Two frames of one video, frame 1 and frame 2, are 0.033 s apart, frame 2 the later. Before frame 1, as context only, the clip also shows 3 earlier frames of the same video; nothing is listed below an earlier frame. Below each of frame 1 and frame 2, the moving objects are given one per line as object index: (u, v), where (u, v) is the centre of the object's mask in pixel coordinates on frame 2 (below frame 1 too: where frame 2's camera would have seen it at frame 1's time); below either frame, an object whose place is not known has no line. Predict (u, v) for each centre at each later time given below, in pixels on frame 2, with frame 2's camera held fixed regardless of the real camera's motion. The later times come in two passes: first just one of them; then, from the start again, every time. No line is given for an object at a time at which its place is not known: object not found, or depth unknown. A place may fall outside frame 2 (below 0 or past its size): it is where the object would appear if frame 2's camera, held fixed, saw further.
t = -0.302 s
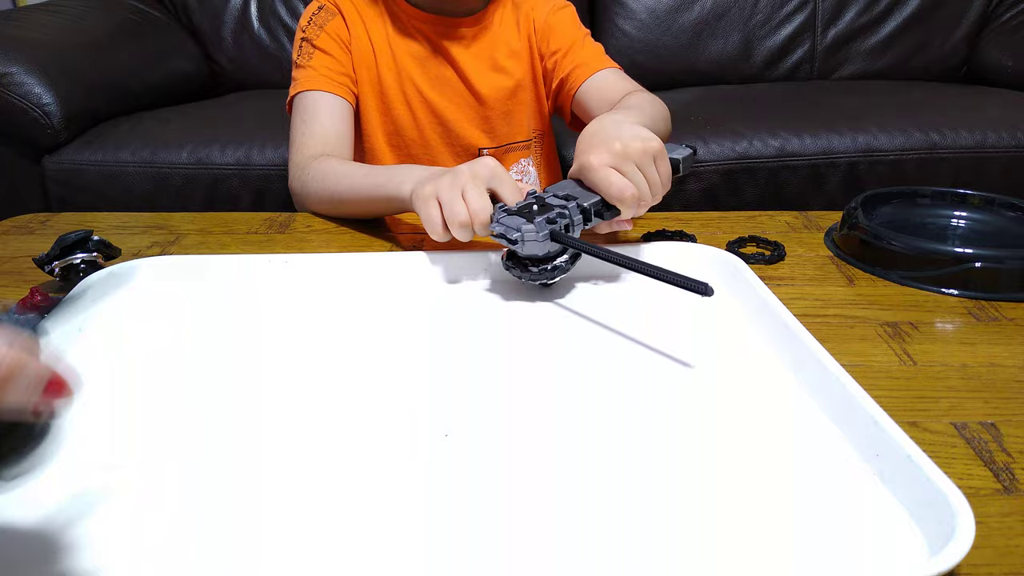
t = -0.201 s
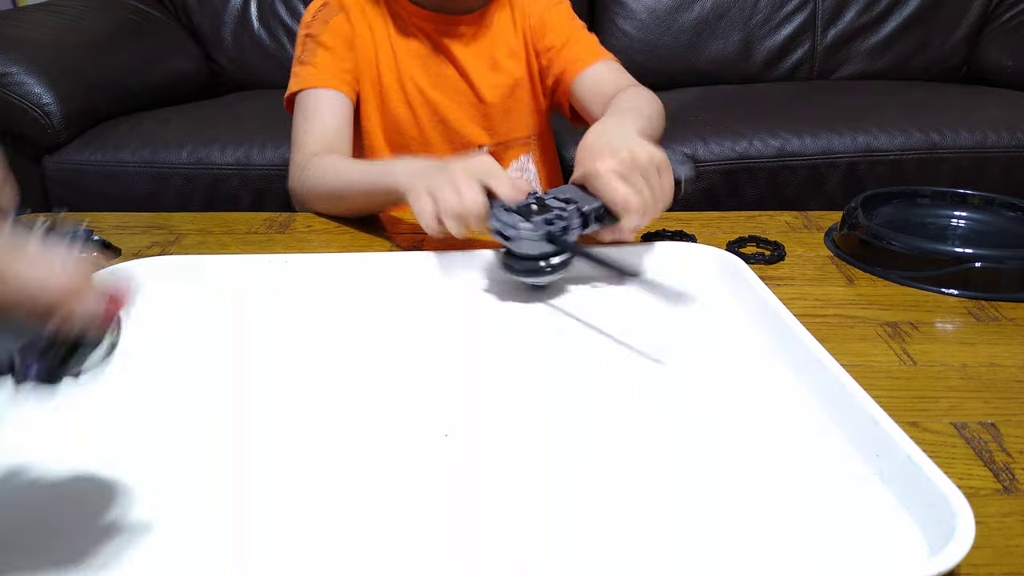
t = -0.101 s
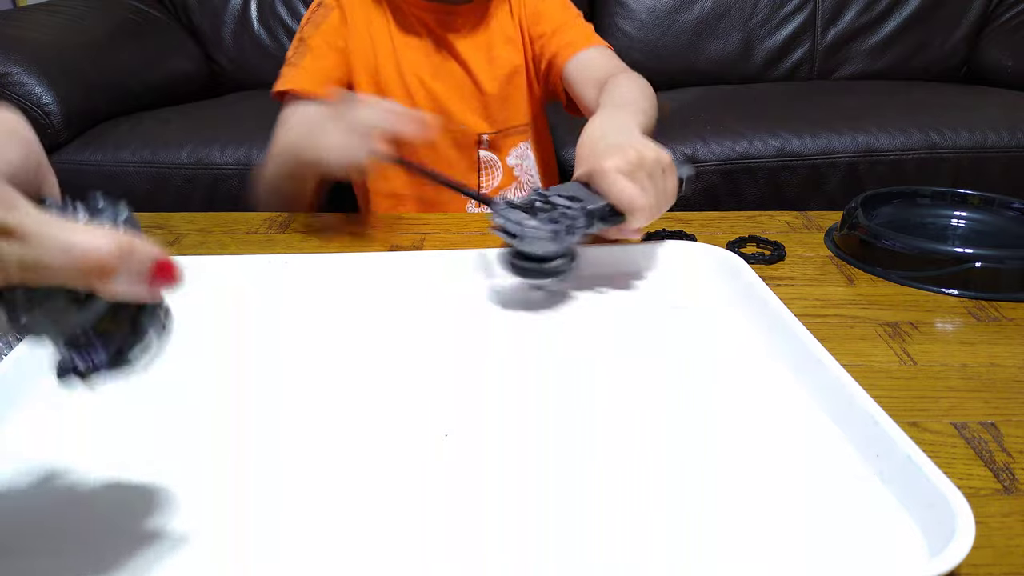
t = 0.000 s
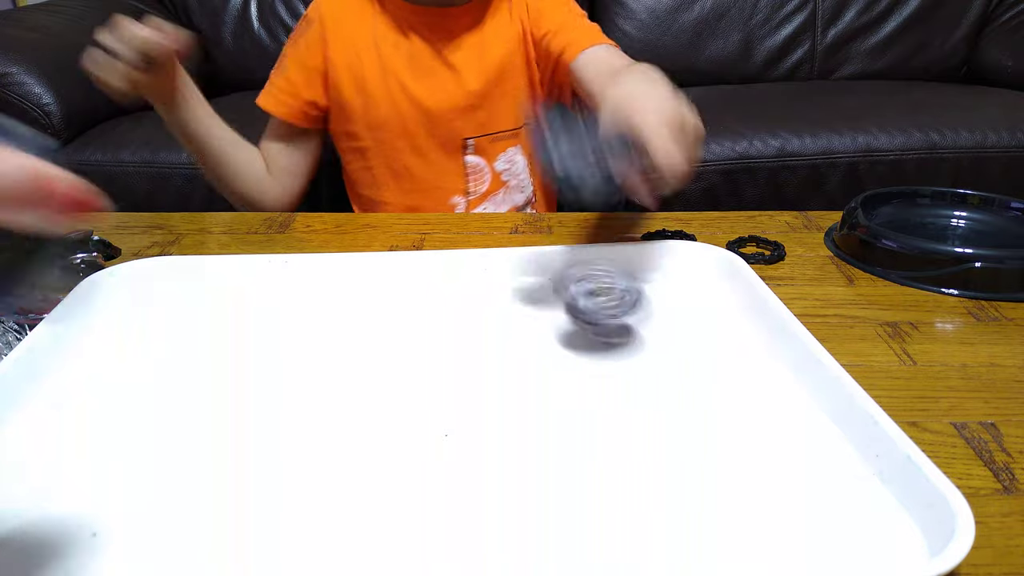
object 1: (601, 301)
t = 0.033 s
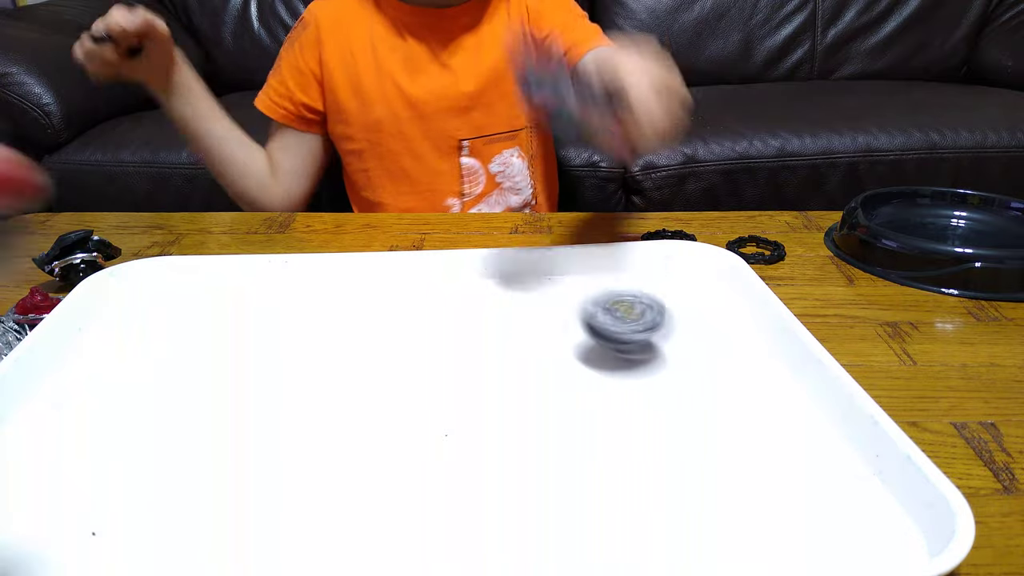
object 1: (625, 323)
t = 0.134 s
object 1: (688, 367)
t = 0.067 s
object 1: (646, 338)
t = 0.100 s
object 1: (666, 353)
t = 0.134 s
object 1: (688, 367)
